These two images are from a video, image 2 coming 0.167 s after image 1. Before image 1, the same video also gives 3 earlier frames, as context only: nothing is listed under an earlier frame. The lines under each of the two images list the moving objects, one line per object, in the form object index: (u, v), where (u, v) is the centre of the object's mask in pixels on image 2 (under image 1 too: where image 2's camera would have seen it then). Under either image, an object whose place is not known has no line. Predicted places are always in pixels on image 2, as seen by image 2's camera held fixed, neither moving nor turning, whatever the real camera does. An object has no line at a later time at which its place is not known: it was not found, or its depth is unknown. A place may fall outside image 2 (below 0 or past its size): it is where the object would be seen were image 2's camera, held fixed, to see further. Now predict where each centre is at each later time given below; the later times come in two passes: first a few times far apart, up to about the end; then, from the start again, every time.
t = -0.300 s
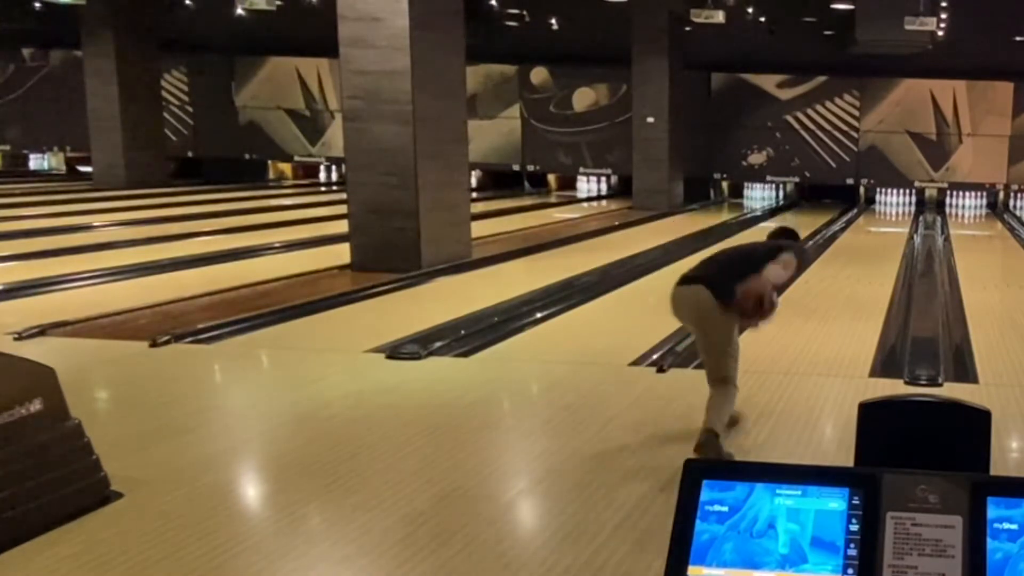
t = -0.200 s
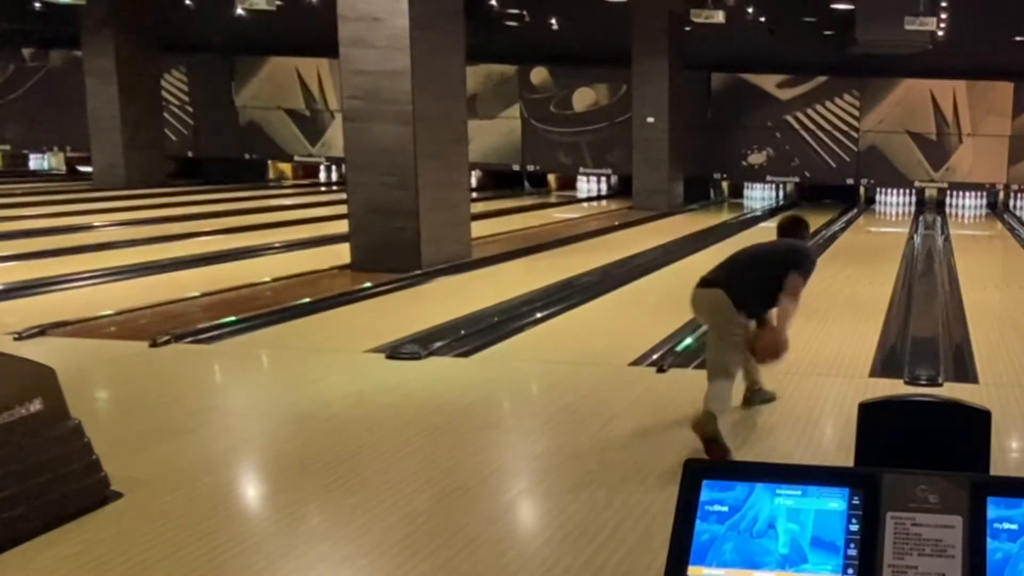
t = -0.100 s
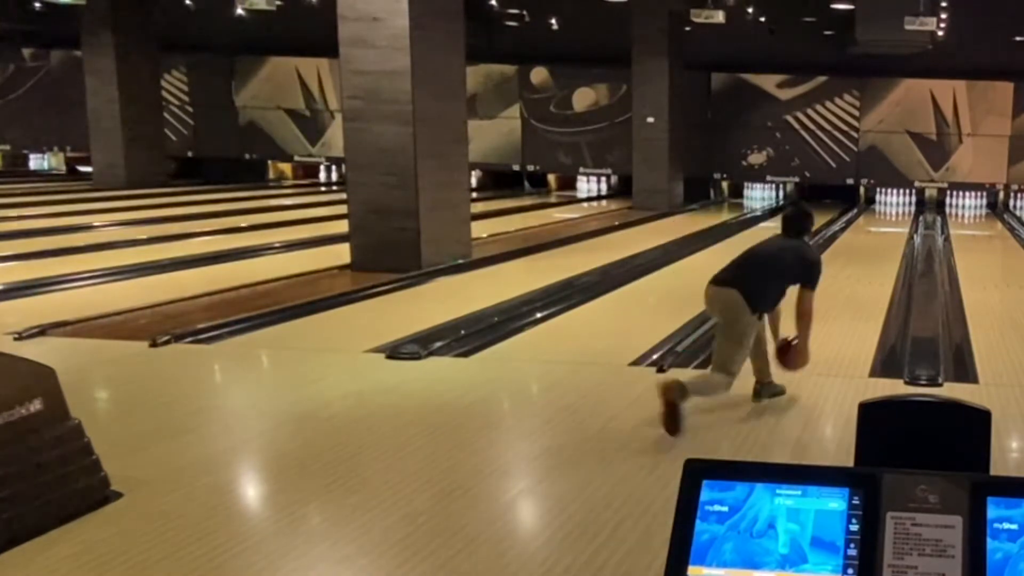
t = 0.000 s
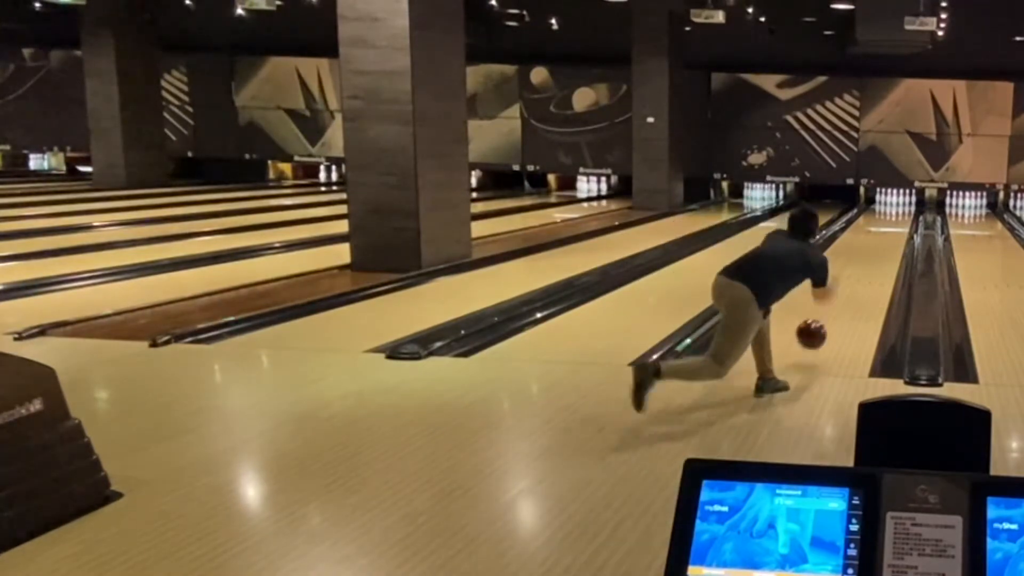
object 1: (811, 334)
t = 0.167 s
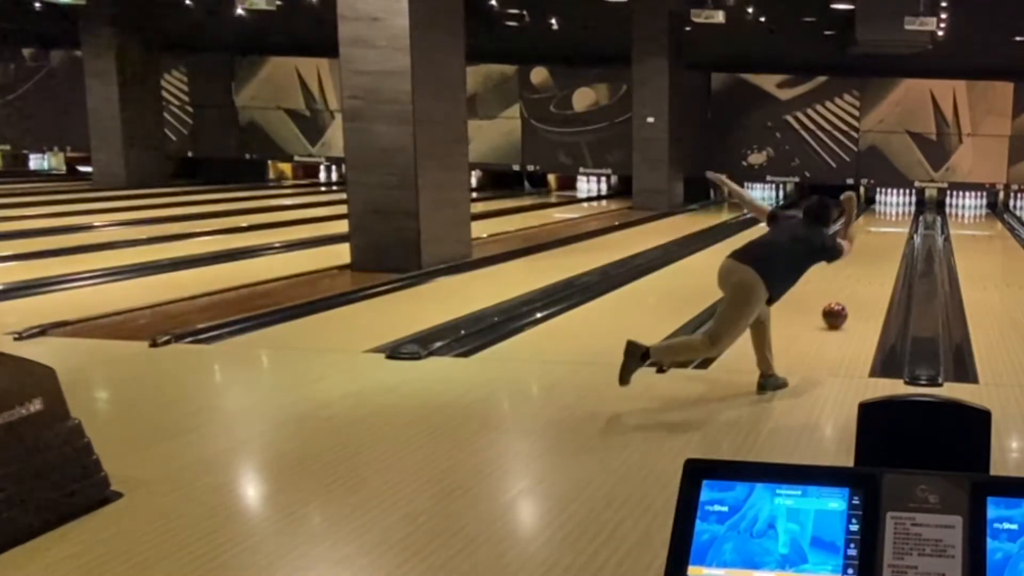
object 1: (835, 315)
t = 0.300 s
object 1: (848, 296)
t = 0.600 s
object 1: (868, 265)
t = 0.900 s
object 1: (881, 245)
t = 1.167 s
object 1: (889, 232)
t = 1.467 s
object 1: (895, 220)
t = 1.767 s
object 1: (899, 212)
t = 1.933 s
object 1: (900, 209)
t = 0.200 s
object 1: (838, 310)
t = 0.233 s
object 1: (842, 305)
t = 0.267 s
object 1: (845, 300)
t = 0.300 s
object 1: (848, 296)
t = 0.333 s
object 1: (851, 292)
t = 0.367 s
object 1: (853, 288)
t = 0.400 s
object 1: (856, 284)
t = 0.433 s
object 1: (858, 280)
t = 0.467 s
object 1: (861, 277)
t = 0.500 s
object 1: (863, 276)
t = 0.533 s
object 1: (866, 272)
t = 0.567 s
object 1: (867, 267)
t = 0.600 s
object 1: (868, 265)
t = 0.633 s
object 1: (870, 262)
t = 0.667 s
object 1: (872, 260)
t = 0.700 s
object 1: (873, 258)
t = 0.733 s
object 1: (875, 255)
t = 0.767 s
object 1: (876, 253)
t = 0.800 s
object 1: (878, 251)
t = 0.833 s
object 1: (879, 249)
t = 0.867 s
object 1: (880, 247)
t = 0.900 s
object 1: (881, 245)
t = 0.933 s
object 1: (882, 243)
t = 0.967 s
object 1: (883, 241)
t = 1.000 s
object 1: (884, 240)
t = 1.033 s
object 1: (885, 238)
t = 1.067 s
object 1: (887, 237)
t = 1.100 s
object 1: (887, 235)
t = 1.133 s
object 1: (888, 233)
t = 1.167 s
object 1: (889, 232)
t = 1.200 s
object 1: (890, 231)
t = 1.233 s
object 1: (891, 229)
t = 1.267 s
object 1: (891, 228)
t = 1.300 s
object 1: (892, 226)
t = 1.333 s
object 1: (893, 225)
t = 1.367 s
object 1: (893, 223)
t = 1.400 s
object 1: (894, 222)
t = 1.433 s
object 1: (894, 222)
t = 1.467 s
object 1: (895, 220)
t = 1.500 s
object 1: (895, 220)
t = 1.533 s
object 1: (895, 219)
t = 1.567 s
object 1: (896, 218)
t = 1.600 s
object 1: (897, 217)
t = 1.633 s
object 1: (897, 216)
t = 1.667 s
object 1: (897, 215)
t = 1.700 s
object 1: (898, 214)
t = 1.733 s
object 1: (899, 213)
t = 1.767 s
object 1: (899, 212)
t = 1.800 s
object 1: (899, 212)
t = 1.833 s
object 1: (899, 211)
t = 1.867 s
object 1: (899, 211)
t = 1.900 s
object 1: (900, 210)
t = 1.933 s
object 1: (900, 209)
